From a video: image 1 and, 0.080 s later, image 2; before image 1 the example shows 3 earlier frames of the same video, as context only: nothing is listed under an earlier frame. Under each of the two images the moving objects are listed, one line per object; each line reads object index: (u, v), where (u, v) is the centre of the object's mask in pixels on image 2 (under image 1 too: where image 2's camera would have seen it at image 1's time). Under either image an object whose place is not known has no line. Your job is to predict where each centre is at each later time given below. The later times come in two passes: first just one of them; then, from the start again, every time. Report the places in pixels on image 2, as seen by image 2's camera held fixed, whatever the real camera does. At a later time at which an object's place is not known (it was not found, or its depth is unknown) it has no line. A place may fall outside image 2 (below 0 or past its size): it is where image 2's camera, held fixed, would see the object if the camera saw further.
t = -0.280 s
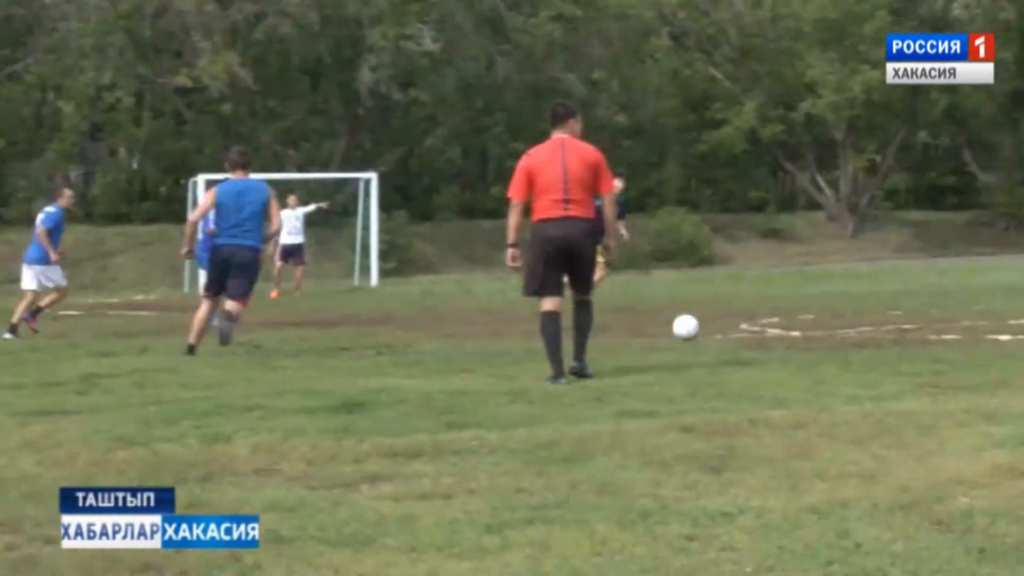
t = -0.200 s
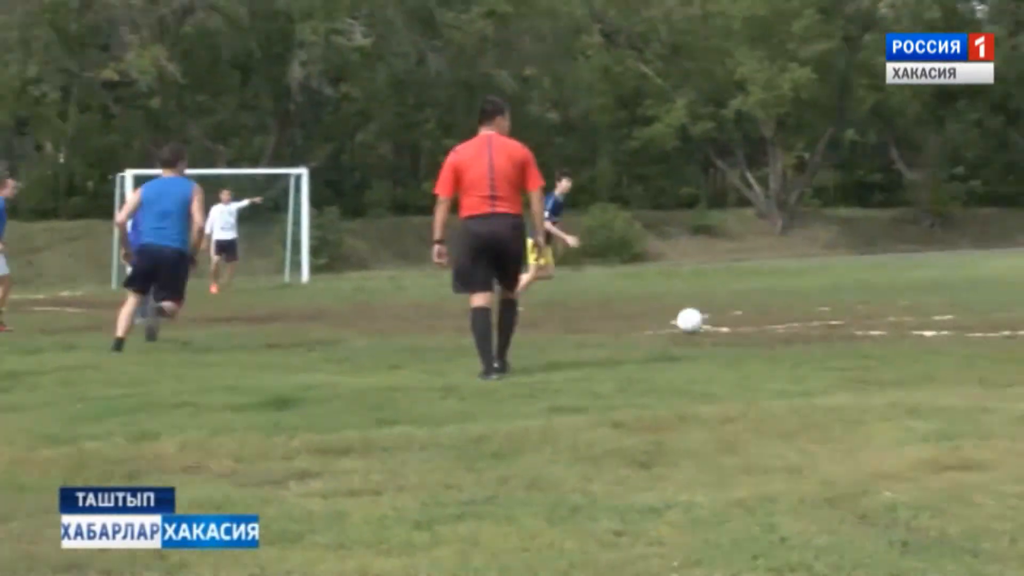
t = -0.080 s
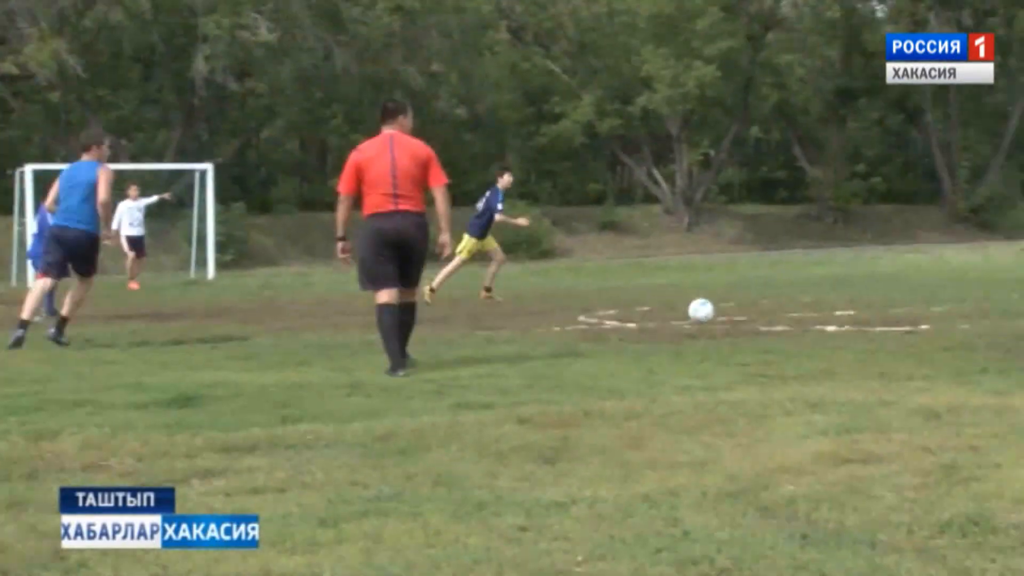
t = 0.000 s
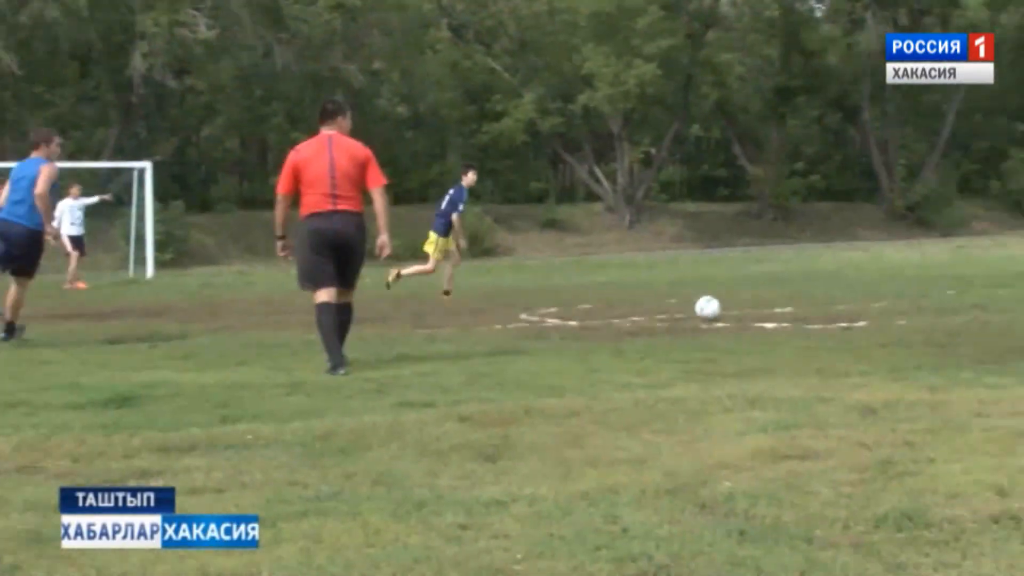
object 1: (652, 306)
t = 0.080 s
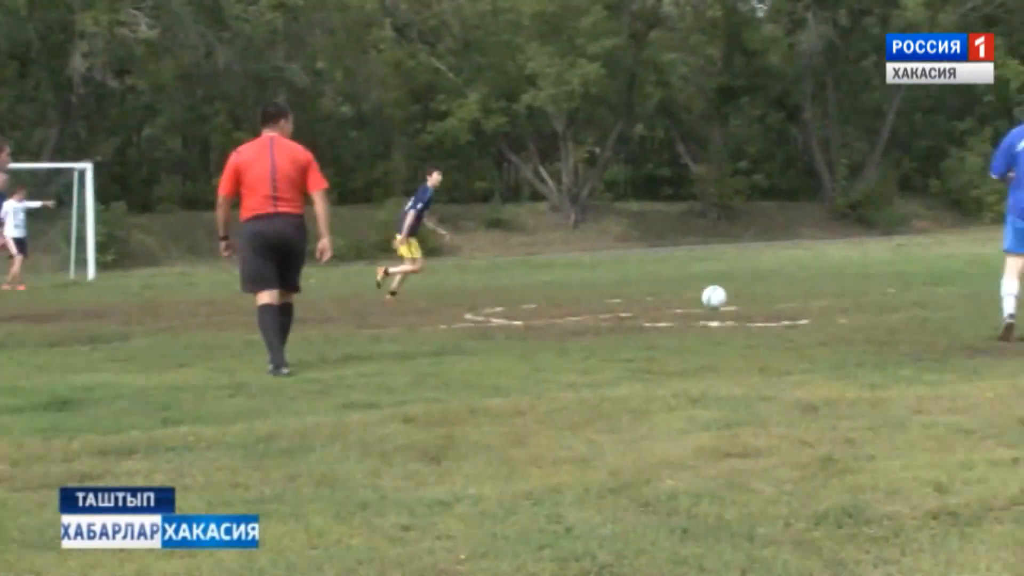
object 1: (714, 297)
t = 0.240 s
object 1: (833, 295)
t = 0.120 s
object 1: (744, 296)
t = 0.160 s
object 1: (774, 295)
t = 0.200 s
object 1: (804, 298)
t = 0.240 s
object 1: (833, 295)
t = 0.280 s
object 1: (861, 293)
